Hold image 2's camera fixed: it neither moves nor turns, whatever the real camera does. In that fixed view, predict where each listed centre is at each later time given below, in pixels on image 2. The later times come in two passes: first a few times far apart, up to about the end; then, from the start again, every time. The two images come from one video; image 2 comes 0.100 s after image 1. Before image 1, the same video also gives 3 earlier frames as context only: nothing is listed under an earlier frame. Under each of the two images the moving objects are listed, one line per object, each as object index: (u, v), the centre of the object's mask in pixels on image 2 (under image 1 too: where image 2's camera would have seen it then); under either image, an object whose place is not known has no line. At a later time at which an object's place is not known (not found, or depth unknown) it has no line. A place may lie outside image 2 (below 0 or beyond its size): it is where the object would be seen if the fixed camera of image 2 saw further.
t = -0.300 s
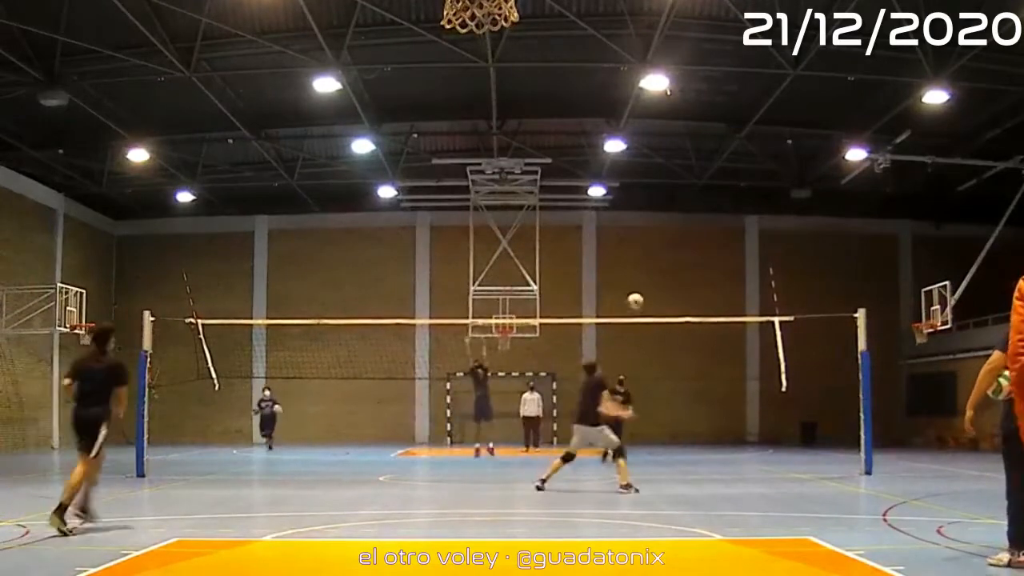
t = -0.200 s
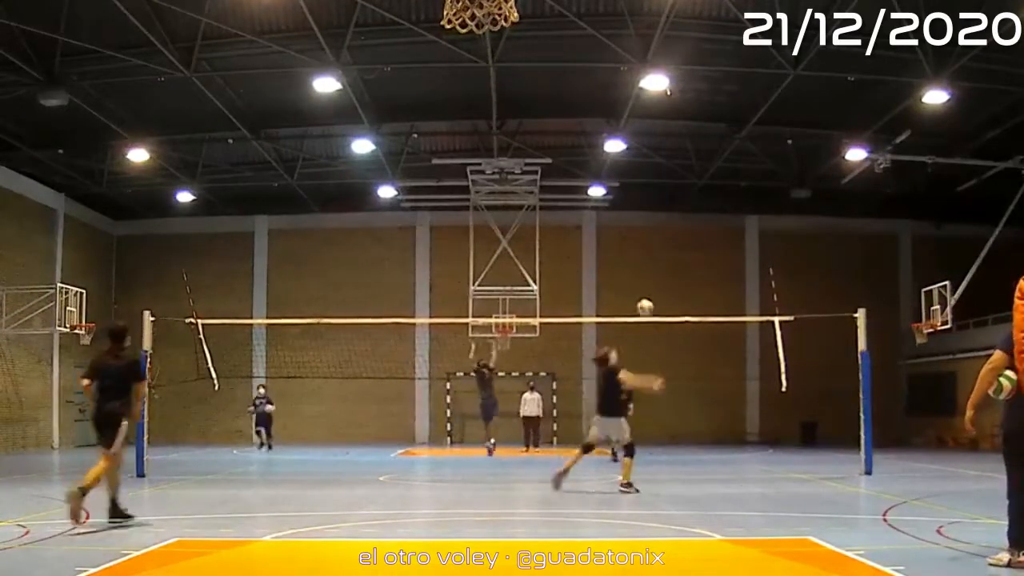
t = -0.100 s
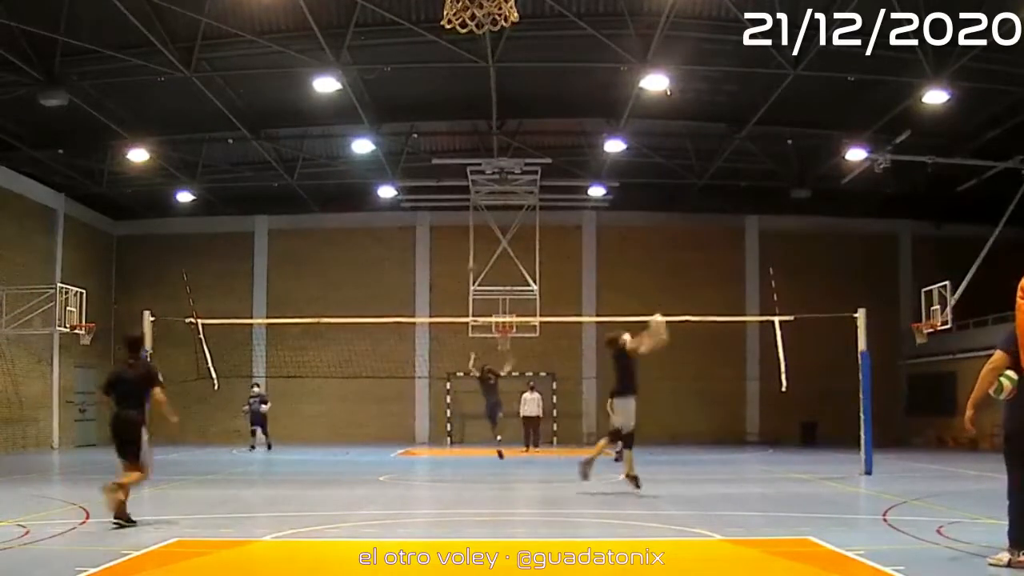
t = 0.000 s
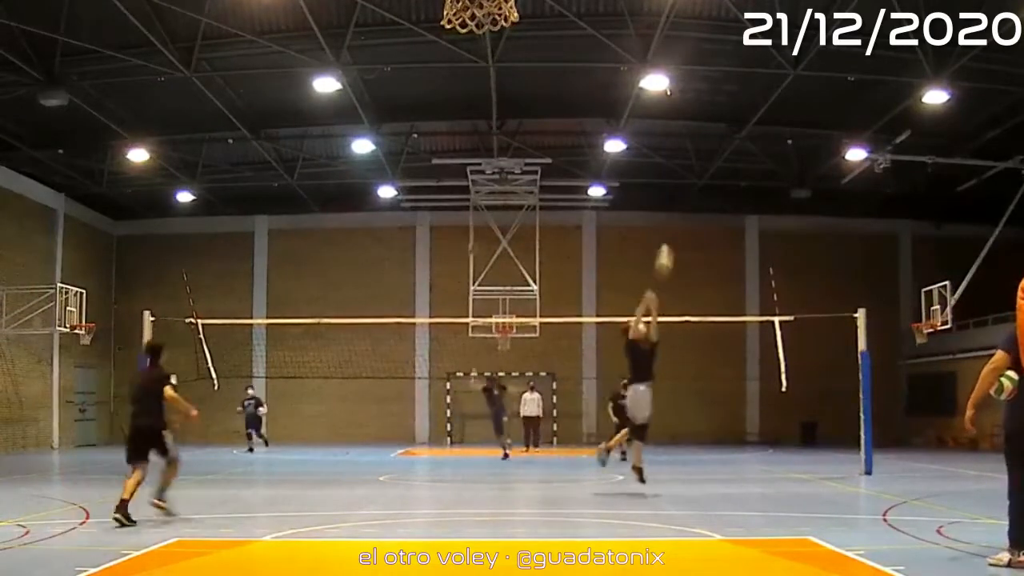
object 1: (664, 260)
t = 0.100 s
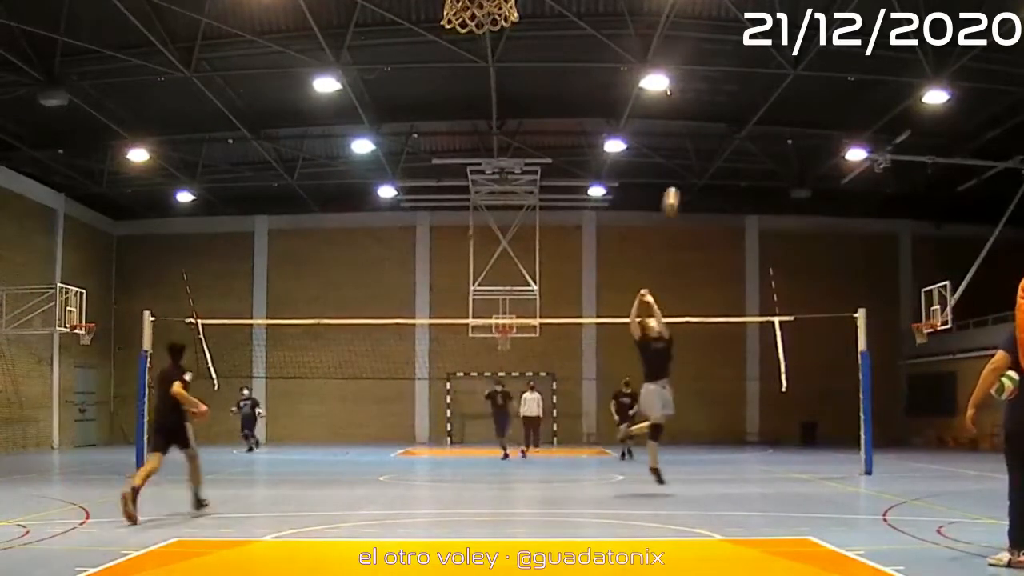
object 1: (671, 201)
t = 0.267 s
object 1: (682, 127)
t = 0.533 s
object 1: (699, 60)
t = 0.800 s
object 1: (717, 49)
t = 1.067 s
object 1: (737, 85)
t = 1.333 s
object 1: (756, 165)
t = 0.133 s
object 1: (673, 184)
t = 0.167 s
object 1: (675, 168)
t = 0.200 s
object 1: (677, 154)
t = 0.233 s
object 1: (680, 140)
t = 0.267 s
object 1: (682, 127)
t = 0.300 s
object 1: (684, 115)
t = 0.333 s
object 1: (686, 105)
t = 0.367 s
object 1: (688, 95)
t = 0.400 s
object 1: (691, 86)
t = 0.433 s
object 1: (692, 78)
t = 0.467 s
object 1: (695, 71)
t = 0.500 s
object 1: (697, 65)
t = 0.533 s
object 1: (699, 60)
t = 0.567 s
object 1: (701, 56)
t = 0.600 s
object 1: (704, 53)
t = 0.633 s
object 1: (706, 50)
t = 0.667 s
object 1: (708, 49)
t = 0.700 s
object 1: (710, 48)
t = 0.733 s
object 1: (713, 48)
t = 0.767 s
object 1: (715, 48)
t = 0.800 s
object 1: (717, 49)
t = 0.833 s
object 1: (720, 51)
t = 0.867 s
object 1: (722, 54)
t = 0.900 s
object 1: (724, 57)
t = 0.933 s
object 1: (726, 61)
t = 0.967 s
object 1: (729, 66)
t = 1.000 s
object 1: (731, 72)
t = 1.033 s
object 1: (734, 78)
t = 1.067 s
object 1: (737, 85)
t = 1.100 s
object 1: (739, 93)
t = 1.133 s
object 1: (741, 101)
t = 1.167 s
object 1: (744, 110)
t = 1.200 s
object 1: (746, 119)
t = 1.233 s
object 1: (749, 129)
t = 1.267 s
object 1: (751, 140)
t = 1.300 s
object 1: (753, 152)
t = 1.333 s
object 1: (756, 165)
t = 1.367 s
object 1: (759, 178)
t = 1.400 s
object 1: (760, 191)
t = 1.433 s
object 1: (762, 205)
